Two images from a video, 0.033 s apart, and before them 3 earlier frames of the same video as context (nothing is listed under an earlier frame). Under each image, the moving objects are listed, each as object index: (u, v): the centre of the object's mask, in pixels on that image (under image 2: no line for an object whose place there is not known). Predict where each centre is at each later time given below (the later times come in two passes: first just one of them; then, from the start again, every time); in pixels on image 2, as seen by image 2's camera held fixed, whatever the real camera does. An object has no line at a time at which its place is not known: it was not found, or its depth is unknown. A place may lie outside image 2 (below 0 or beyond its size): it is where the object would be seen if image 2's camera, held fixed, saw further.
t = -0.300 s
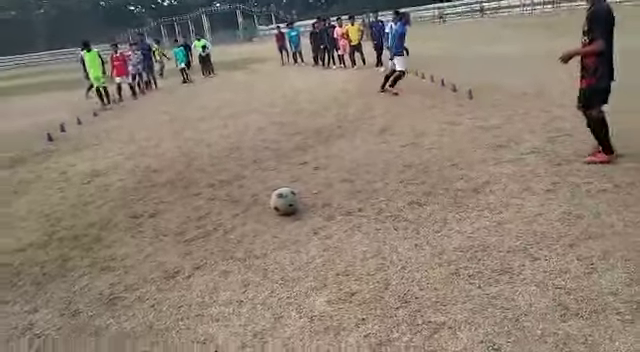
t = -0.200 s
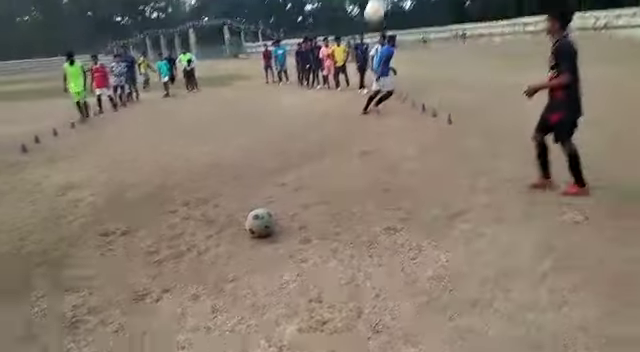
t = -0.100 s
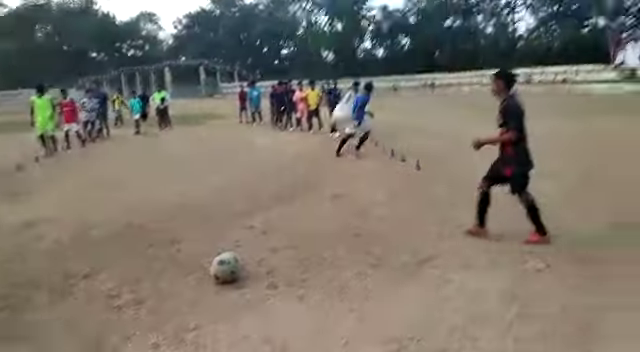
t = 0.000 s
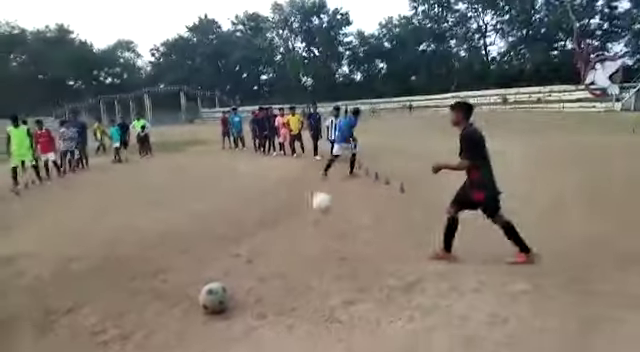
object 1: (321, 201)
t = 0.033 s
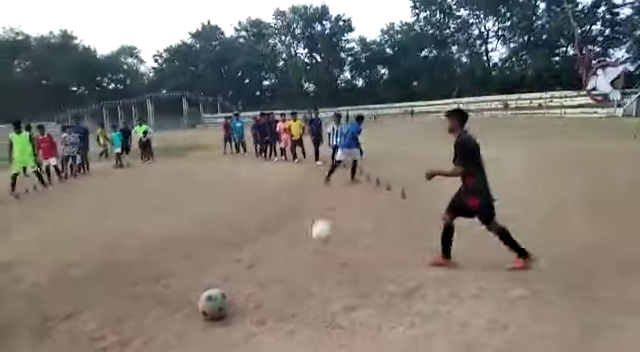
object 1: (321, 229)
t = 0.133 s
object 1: (311, 205)
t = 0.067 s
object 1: (319, 235)
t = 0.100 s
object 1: (315, 220)
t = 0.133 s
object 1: (311, 205)
